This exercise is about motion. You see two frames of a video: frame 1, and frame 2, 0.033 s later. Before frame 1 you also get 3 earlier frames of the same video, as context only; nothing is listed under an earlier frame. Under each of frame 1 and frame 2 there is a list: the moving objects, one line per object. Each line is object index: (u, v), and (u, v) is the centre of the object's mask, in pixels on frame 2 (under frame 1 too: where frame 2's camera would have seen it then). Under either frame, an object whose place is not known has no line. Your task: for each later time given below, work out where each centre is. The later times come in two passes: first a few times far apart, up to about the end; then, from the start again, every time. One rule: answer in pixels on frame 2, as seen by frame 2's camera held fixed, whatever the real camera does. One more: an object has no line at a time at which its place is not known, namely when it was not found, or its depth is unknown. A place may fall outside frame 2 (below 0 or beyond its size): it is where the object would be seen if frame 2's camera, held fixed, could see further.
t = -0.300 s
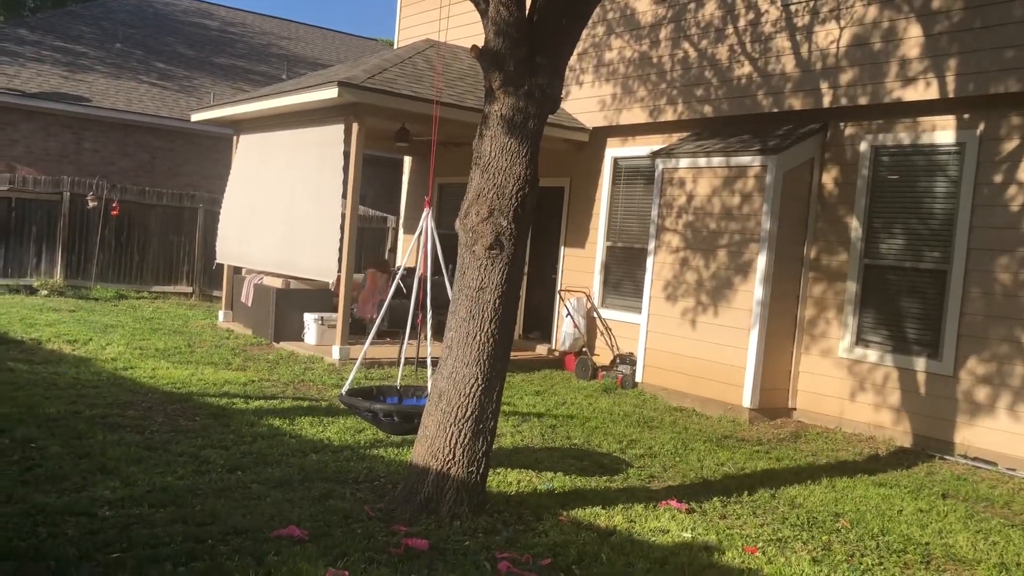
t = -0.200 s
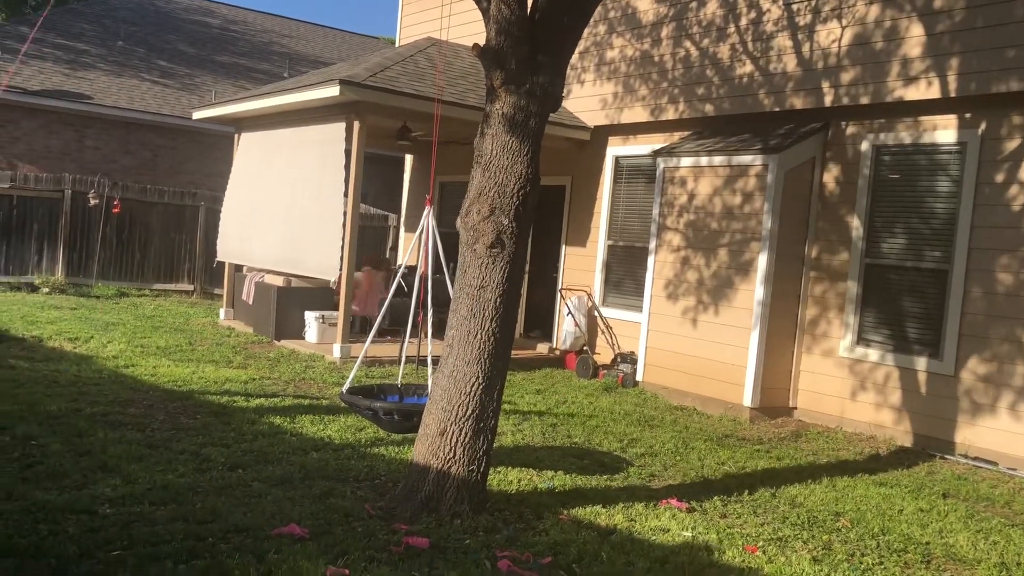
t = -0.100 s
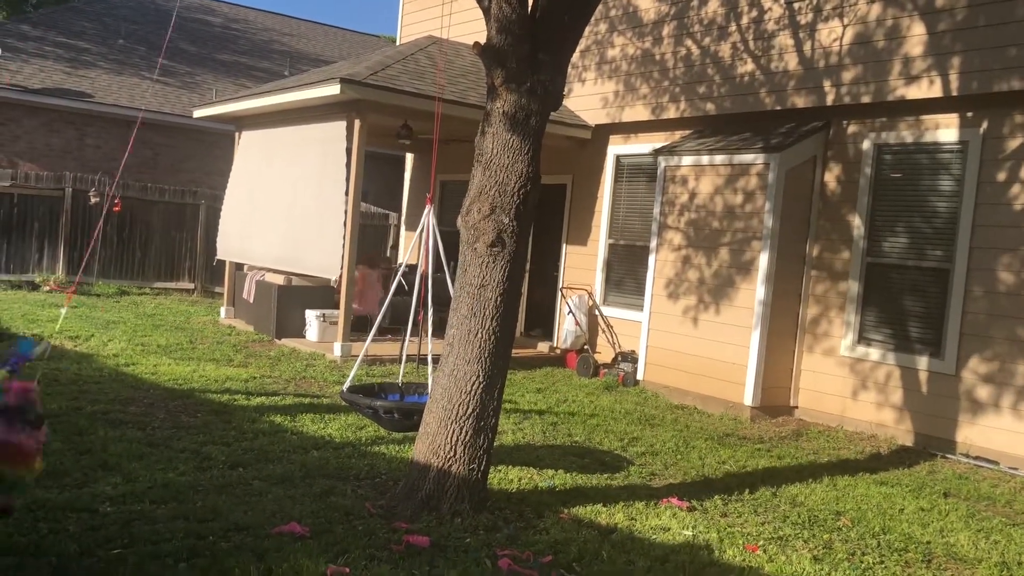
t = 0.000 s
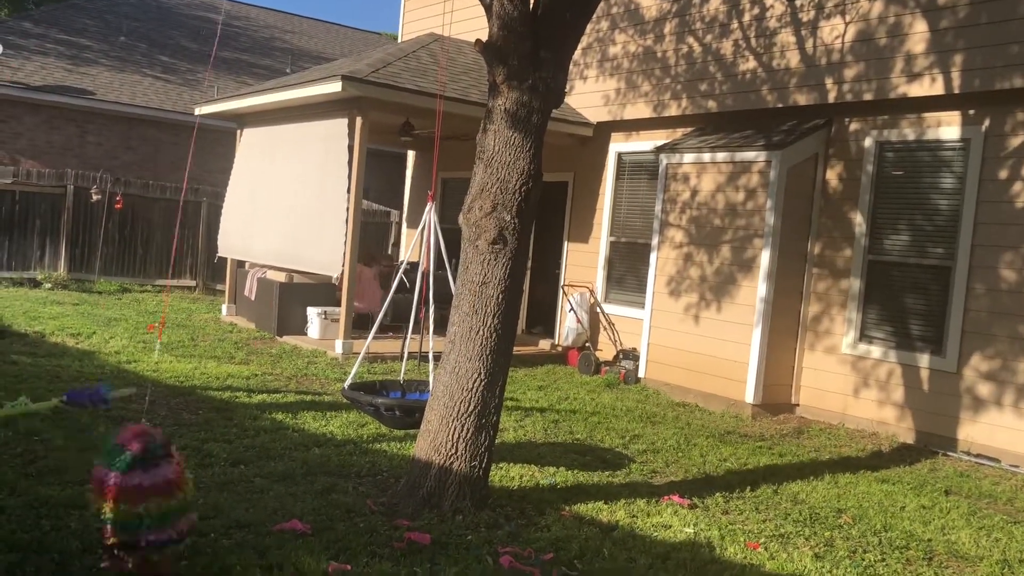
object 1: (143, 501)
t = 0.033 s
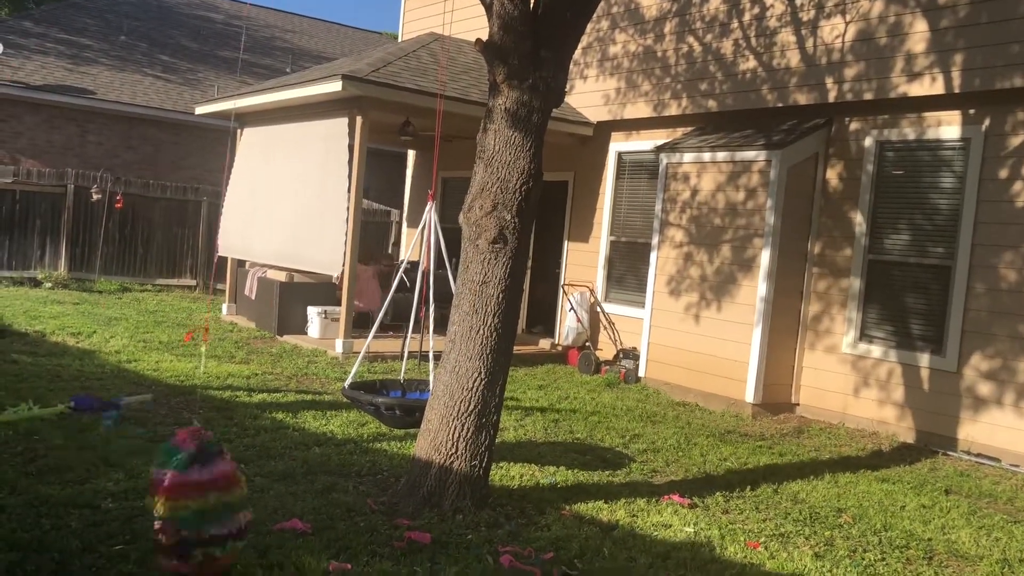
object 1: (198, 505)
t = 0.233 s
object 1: (485, 466)
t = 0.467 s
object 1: (710, 349)
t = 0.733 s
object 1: (835, 234)
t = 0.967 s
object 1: (875, 188)
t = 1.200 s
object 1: (869, 203)
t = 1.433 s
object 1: (819, 296)
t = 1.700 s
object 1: (680, 444)
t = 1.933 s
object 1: (537, 512)
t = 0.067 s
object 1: (255, 507)
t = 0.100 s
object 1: (310, 503)
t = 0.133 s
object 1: (360, 492)
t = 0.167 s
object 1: (405, 483)
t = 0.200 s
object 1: (447, 475)
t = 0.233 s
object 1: (485, 466)
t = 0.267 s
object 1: (521, 450)
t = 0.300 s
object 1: (555, 435)
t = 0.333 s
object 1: (590, 416)
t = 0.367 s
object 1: (623, 399)
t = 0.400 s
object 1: (656, 382)
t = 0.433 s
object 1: (685, 365)
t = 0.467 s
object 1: (710, 349)
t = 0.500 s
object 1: (731, 334)
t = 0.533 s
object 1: (748, 319)
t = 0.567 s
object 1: (764, 303)
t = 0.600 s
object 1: (779, 288)
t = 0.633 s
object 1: (793, 273)
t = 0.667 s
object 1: (807, 259)
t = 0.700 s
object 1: (820, 246)
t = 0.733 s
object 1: (835, 234)
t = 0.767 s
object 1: (846, 221)
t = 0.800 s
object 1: (856, 211)
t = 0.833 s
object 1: (863, 202)
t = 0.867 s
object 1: (869, 196)
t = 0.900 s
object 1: (871, 192)
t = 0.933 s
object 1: (874, 190)
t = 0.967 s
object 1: (875, 188)
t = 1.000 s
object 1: (876, 187)
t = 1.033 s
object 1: (875, 188)
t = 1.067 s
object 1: (875, 189)
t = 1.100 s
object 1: (875, 191)
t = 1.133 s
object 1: (872, 193)
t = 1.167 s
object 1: (871, 198)
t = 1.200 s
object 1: (869, 203)
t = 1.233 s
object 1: (867, 211)
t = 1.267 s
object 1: (864, 222)
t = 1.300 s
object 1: (859, 235)
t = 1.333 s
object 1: (851, 247)
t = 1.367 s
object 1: (844, 262)
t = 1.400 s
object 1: (832, 279)
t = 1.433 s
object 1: (819, 296)
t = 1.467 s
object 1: (803, 313)
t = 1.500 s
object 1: (787, 330)
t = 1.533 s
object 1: (772, 347)
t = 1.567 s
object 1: (754, 363)
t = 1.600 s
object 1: (737, 381)
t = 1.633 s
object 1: (720, 400)
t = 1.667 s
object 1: (702, 421)
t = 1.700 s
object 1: (680, 444)
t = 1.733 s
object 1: (655, 466)
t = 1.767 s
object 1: (628, 487)
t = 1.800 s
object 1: (600, 507)
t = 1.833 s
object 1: (581, 513)
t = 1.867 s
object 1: (566, 513)
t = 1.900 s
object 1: (551, 513)
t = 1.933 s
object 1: (537, 512)
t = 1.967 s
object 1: (524, 512)
